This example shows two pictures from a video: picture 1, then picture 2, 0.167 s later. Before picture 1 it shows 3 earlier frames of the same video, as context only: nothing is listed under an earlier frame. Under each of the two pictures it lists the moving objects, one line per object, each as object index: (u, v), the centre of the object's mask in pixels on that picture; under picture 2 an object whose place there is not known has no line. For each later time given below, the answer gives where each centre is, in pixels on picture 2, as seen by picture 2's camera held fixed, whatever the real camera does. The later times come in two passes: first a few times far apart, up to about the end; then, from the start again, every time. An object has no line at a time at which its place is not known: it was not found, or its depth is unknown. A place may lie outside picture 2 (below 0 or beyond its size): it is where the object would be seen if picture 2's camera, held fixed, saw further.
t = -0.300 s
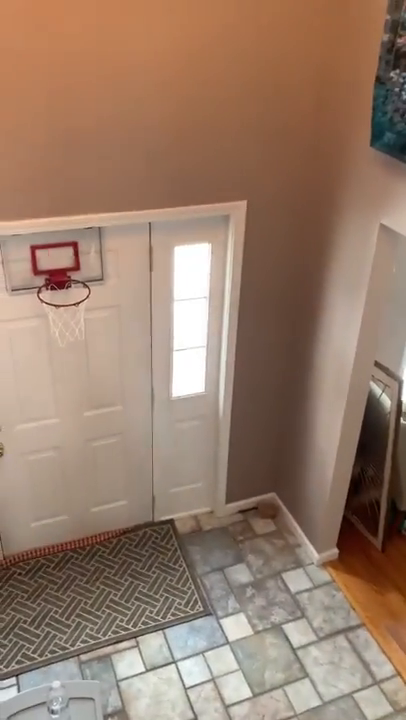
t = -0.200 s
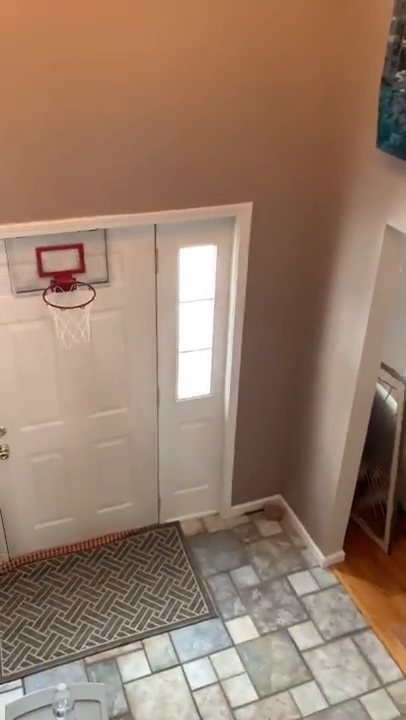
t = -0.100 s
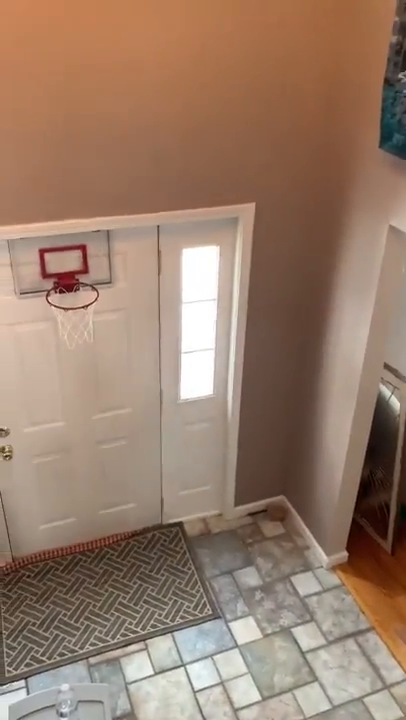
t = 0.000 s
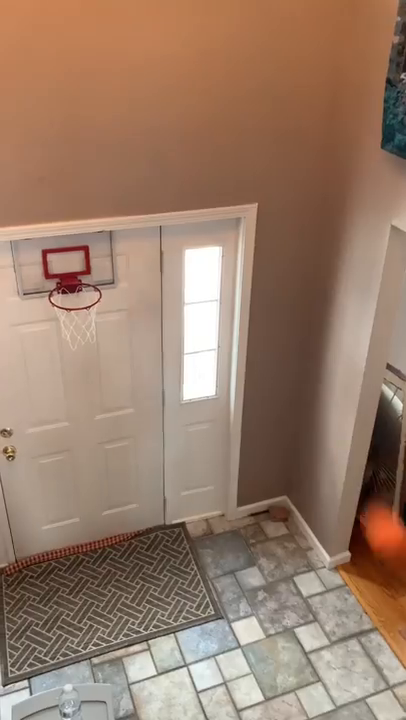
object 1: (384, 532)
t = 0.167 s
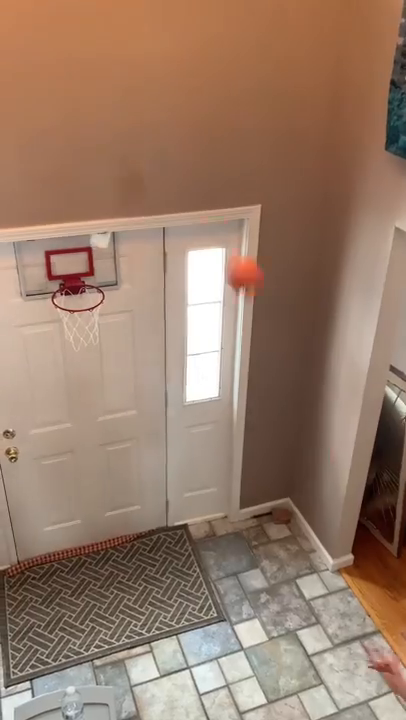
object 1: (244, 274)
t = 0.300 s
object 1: (149, 161)
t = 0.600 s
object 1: (115, 194)
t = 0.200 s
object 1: (218, 236)
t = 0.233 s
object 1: (192, 205)
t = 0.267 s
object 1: (171, 181)
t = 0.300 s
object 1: (149, 161)
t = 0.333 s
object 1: (129, 144)
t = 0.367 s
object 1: (115, 133)
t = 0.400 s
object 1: (116, 133)
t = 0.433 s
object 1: (115, 135)
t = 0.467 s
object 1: (115, 141)
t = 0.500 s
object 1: (115, 149)
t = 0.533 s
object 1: (115, 161)
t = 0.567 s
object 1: (115, 176)
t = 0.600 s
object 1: (115, 194)
